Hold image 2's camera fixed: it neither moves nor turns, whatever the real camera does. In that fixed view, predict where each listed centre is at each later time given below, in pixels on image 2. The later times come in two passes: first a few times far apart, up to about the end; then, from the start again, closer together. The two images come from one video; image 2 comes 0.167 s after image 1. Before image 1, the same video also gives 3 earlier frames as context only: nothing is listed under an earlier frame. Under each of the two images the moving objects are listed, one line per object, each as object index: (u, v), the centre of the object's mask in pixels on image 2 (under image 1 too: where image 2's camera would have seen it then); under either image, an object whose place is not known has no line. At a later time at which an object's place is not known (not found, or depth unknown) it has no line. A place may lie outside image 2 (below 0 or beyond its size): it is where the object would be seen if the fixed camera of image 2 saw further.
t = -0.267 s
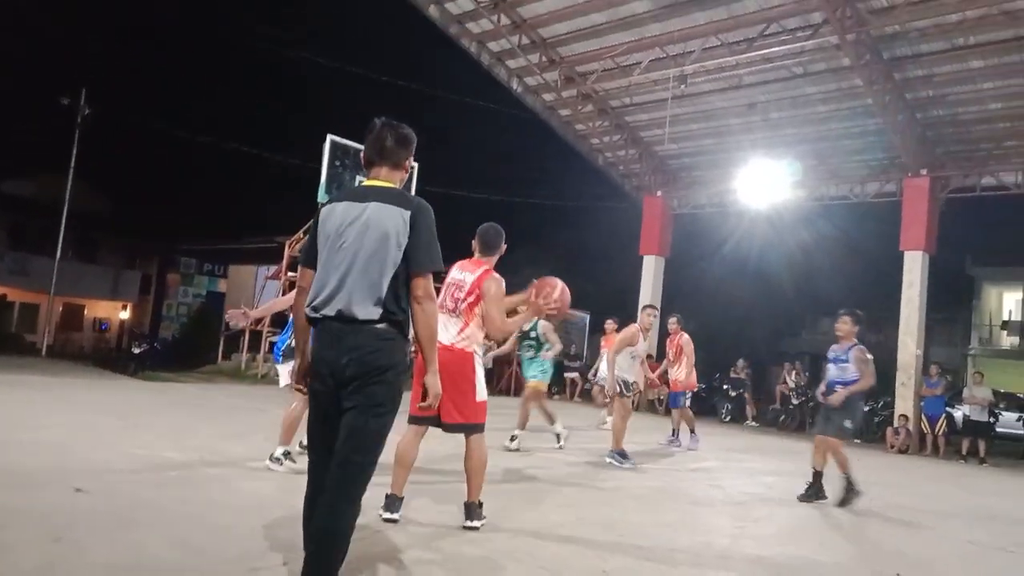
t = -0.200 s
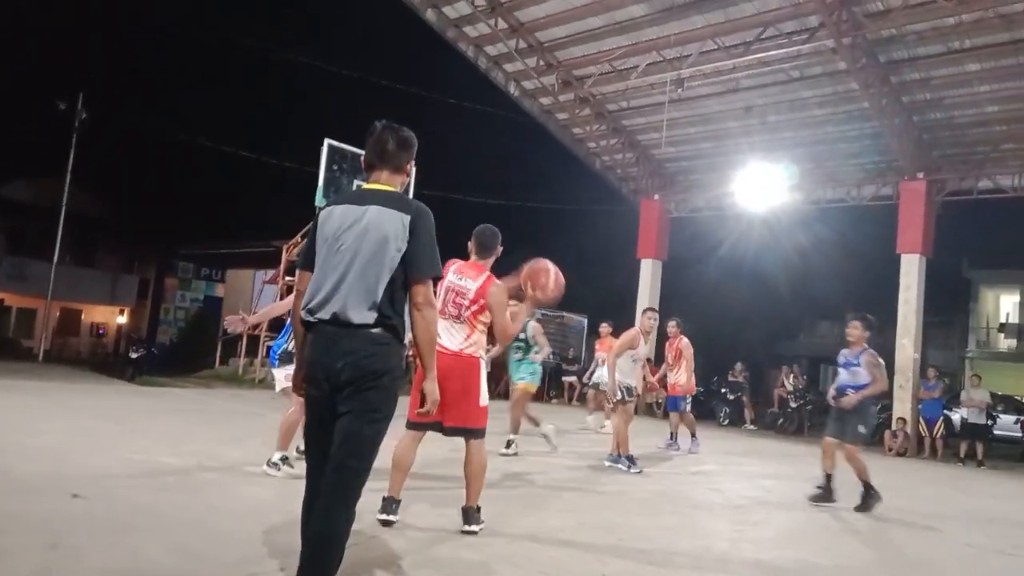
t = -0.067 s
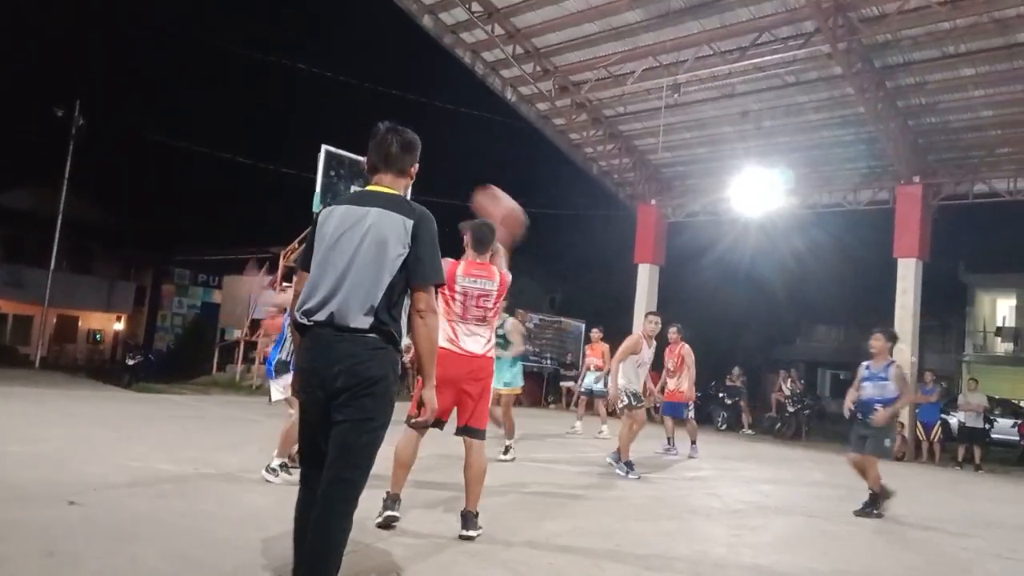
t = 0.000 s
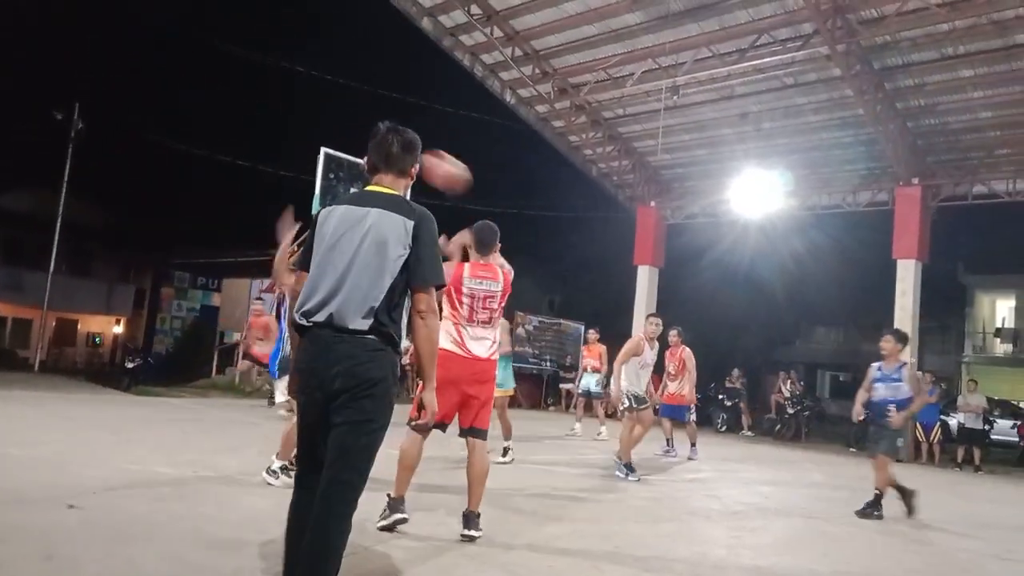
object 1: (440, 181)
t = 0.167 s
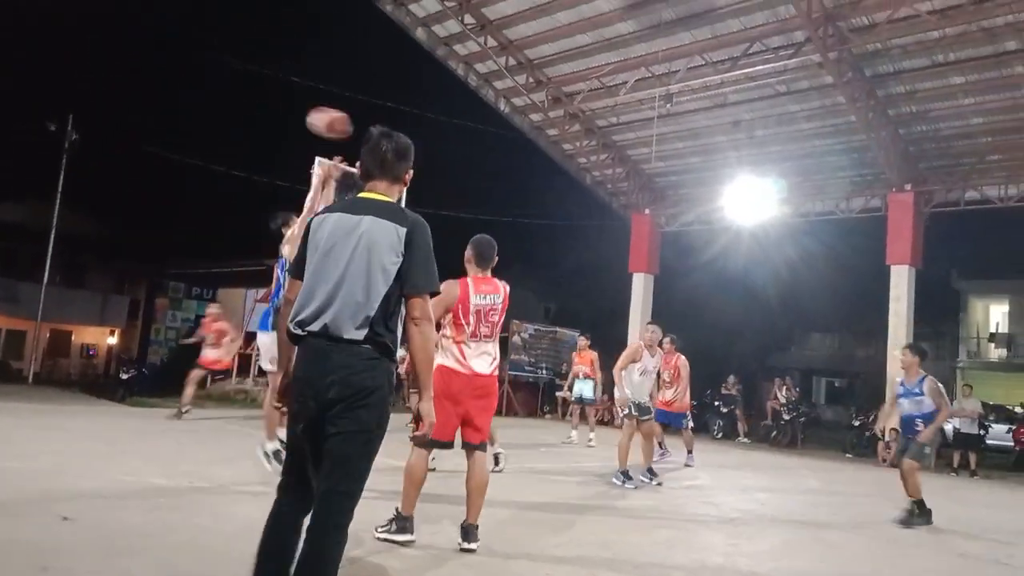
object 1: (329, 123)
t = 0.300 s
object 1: (260, 110)
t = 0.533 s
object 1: (160, 129)
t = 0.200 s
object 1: (310, 118)
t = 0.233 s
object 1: (292, 114)
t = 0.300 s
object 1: (260, 110)
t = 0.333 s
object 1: (244, 110)
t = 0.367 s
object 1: (229, 111)
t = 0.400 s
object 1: (214, 114)
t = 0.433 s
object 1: (200, 117)
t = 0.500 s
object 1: (173, 124)
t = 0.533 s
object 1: (160, 129)
